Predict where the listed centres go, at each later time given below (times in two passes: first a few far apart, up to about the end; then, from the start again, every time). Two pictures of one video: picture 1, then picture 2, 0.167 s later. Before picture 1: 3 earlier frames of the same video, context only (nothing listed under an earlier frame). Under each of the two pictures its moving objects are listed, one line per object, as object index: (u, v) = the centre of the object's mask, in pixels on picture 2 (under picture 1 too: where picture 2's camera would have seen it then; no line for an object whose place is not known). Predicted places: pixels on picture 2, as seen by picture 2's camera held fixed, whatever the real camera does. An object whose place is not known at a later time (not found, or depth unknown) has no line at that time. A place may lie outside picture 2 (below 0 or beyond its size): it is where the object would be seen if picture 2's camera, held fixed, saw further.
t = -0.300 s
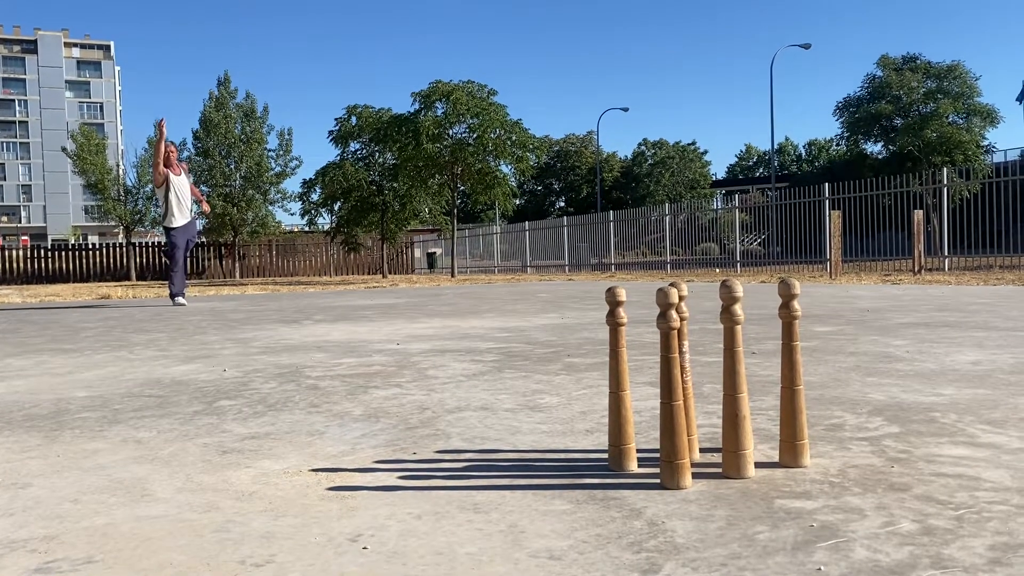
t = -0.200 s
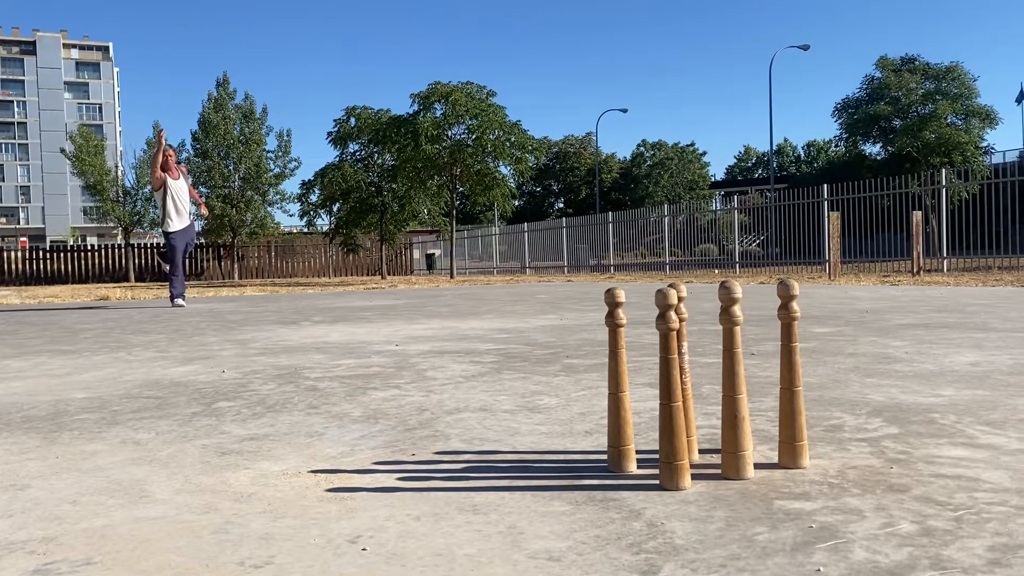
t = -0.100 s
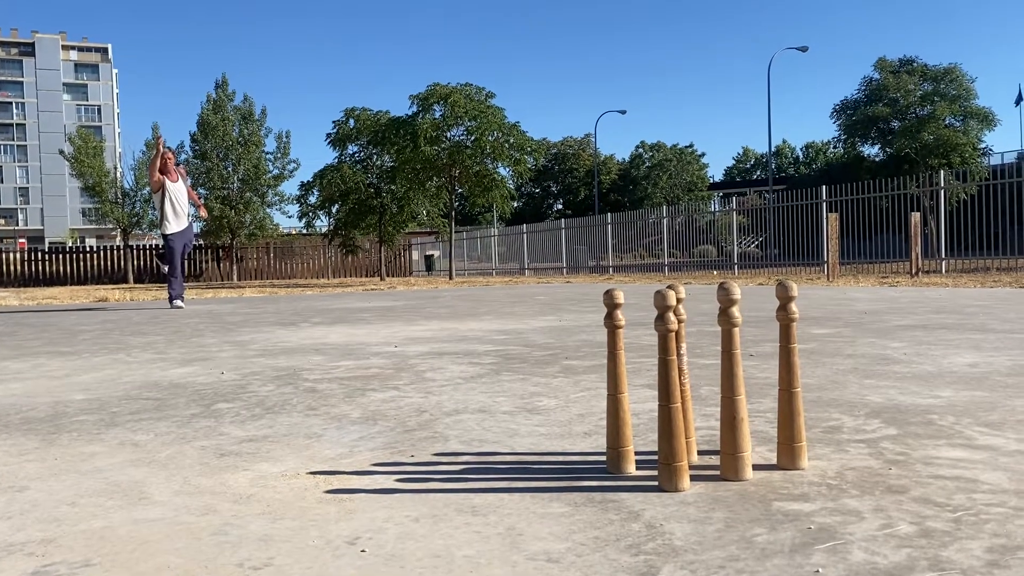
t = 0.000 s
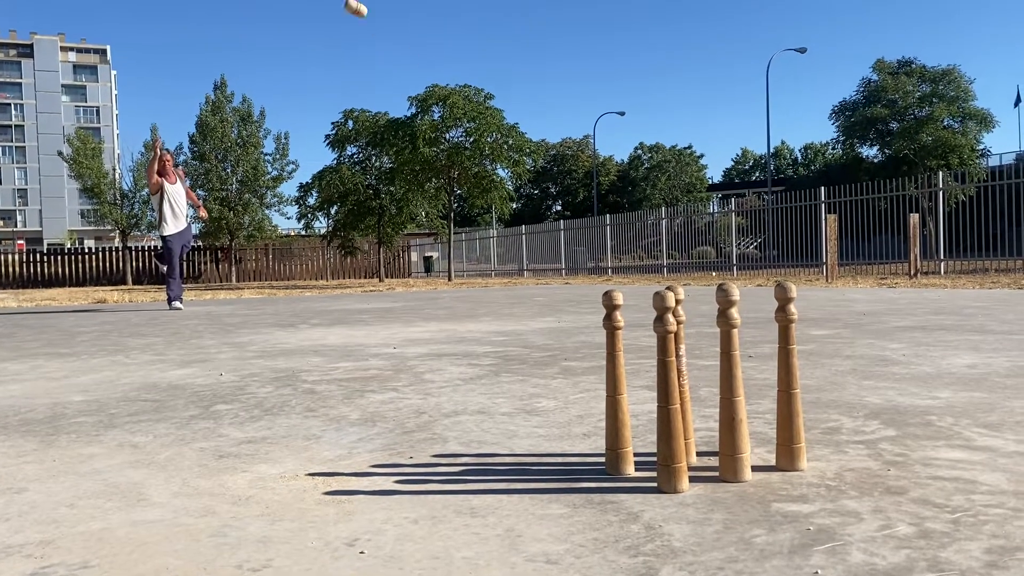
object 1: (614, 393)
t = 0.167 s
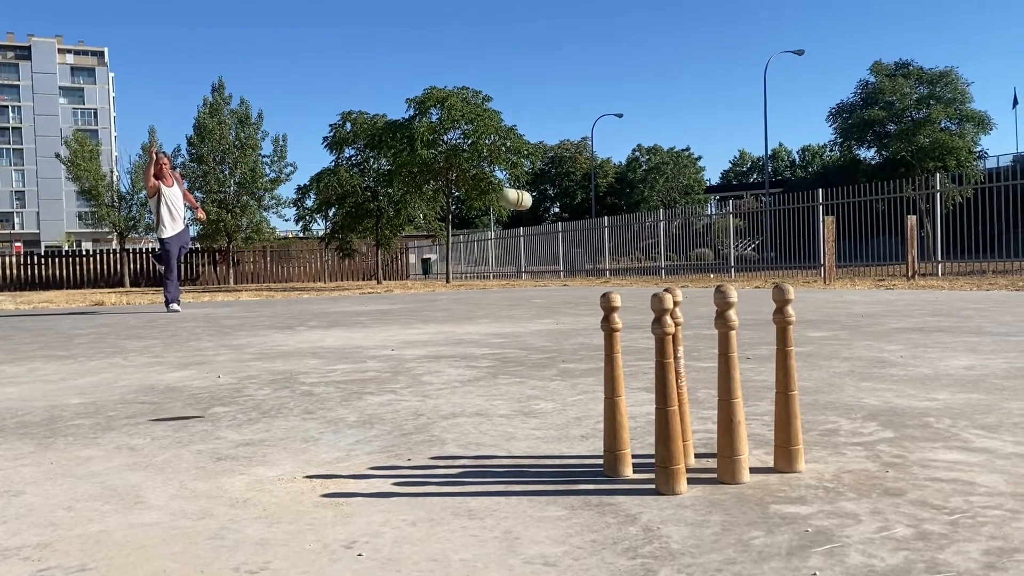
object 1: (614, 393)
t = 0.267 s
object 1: (614, 392)
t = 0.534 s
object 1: (609, 393)
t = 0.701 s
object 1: (601, 398)
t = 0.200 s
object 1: (614, 393)
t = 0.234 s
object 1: (614, 393)
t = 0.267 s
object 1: (614, 392)
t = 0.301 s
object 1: (614, 392)
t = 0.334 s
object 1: (614, 392)
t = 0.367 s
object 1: (614, 393)
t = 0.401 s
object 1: (614, 393)
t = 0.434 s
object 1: (614, 392)
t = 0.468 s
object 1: (614, 393)
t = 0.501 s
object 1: (612, 393)
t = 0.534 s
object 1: (609, 393)
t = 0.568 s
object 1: (607, 392)
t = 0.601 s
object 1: (605, 393)
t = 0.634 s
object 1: (603, 393)
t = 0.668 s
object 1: (602, 394)
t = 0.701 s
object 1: (601, 398)
